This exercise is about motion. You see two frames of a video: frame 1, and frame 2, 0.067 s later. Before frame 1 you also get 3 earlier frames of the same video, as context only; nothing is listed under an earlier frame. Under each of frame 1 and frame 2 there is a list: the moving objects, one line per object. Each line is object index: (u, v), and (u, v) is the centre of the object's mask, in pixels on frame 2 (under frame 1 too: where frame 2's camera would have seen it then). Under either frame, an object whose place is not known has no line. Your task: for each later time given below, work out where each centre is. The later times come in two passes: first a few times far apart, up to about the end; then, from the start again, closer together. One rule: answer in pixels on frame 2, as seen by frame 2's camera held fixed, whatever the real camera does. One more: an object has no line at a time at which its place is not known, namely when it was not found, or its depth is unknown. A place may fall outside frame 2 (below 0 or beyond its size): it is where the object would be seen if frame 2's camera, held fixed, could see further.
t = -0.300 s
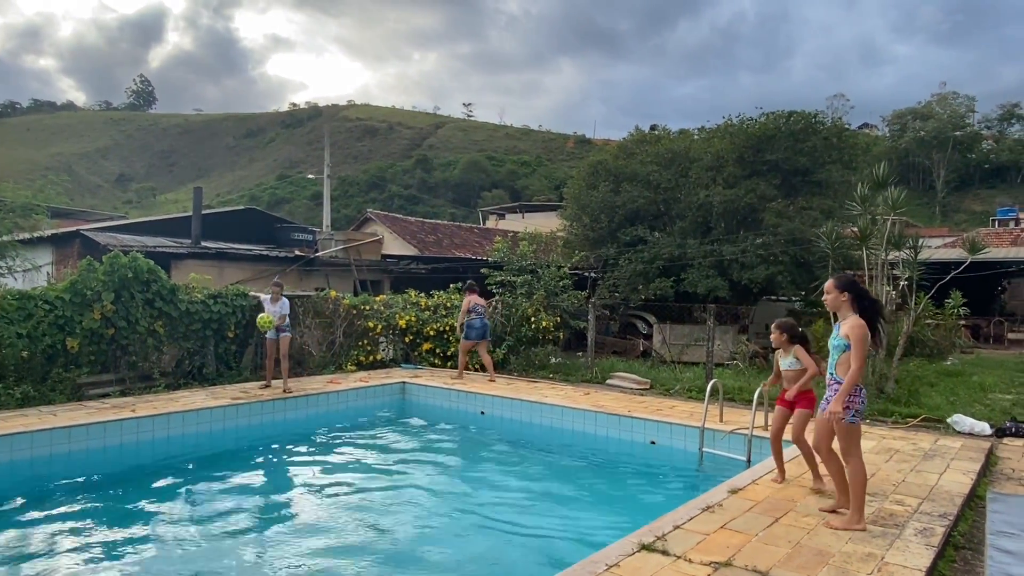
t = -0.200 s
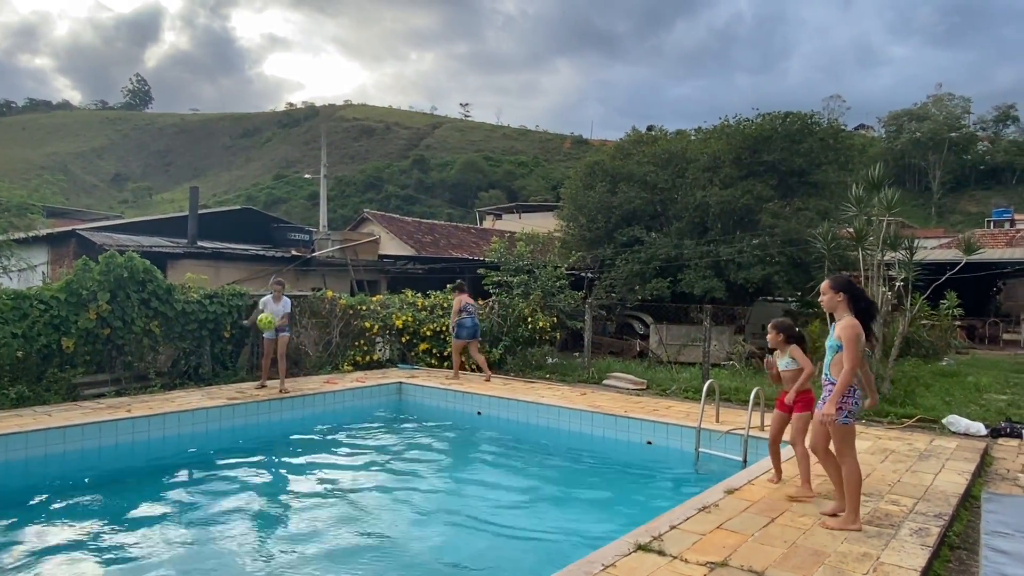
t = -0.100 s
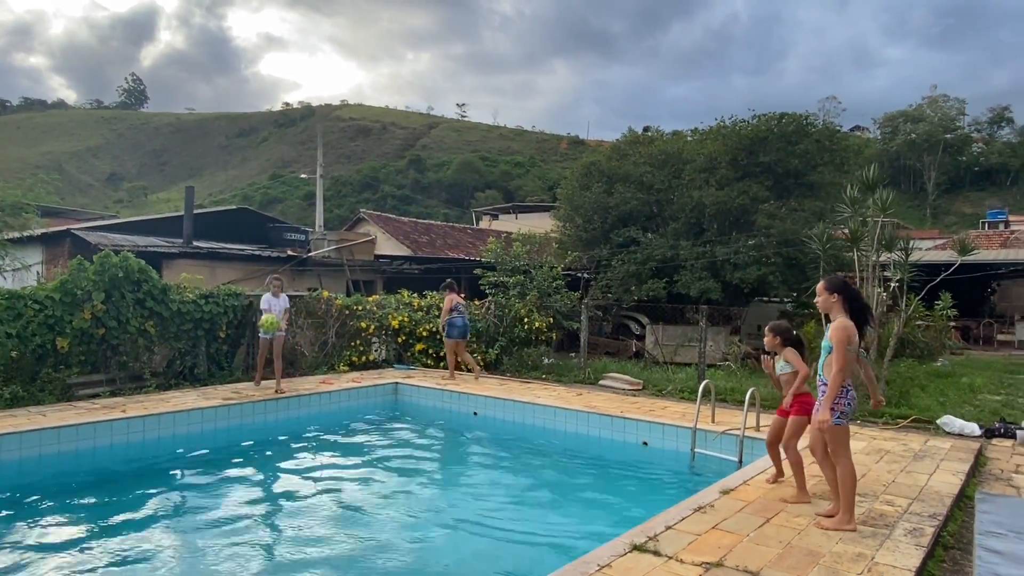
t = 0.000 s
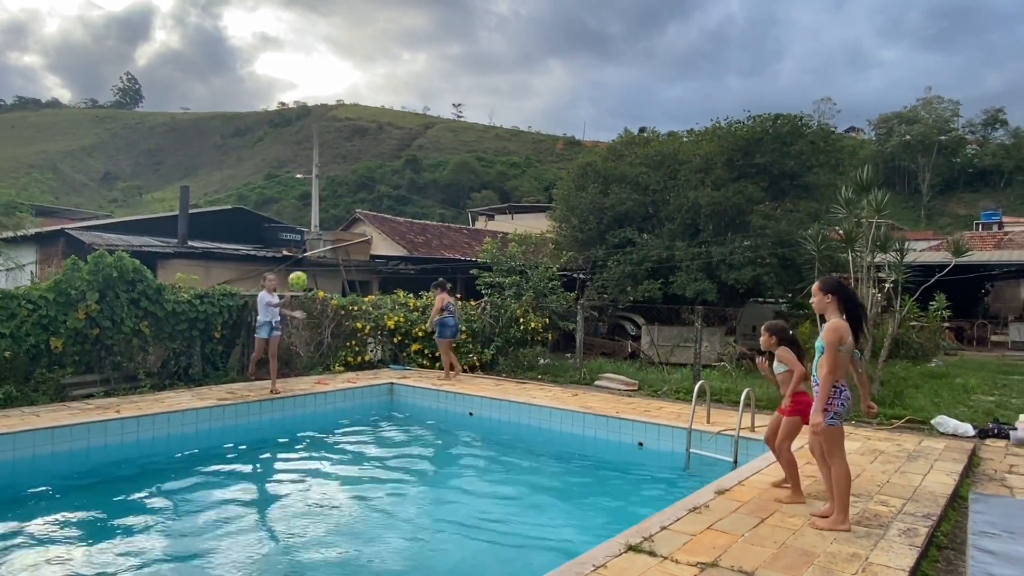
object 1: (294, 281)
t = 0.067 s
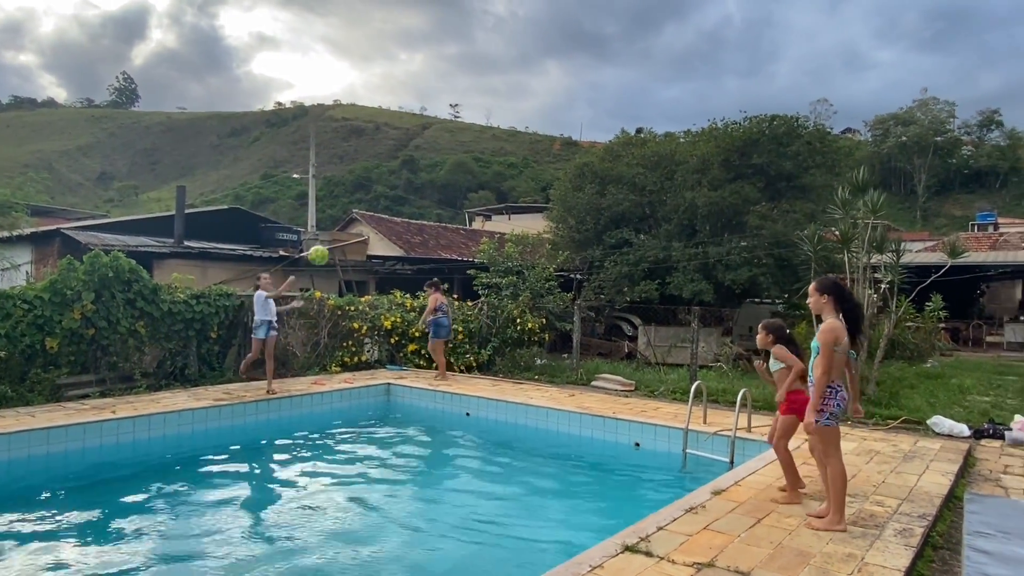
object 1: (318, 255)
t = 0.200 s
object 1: (370, 210)
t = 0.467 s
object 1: (498, 158)
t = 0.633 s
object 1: (601, 160)
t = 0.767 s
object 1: (702, 188)
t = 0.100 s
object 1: (331, 243)
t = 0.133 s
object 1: (343, 231)
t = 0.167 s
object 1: (357, 220)
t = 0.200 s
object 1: (370, 210)
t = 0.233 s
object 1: (385, 201)
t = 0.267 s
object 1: (399, 192)
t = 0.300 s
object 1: (414, 184)
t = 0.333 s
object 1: (430, 177)
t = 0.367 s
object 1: (446, 170)
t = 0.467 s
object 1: (498, 158)
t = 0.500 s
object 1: (517, 155)
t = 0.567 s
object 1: (557, 153)
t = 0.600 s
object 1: (578, 154)
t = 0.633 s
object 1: (601, 160)
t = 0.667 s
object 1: (624, 165)
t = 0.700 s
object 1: (649, 171)
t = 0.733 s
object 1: (675, 178)
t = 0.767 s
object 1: (702, 188)
